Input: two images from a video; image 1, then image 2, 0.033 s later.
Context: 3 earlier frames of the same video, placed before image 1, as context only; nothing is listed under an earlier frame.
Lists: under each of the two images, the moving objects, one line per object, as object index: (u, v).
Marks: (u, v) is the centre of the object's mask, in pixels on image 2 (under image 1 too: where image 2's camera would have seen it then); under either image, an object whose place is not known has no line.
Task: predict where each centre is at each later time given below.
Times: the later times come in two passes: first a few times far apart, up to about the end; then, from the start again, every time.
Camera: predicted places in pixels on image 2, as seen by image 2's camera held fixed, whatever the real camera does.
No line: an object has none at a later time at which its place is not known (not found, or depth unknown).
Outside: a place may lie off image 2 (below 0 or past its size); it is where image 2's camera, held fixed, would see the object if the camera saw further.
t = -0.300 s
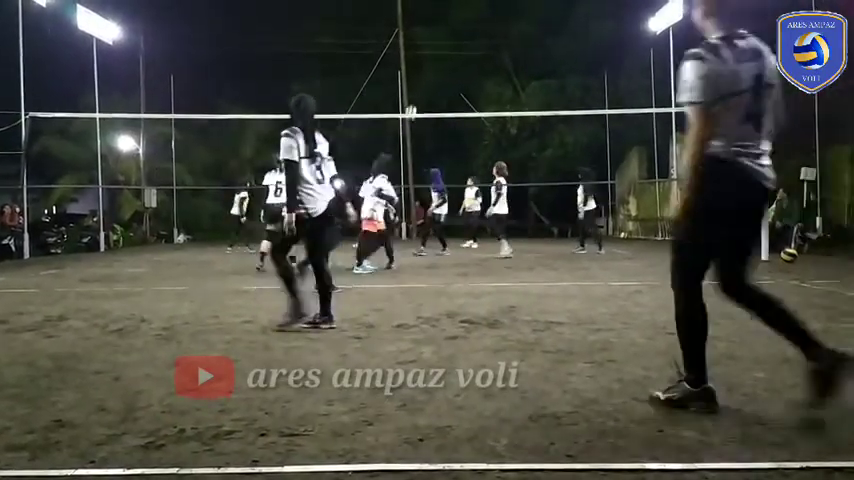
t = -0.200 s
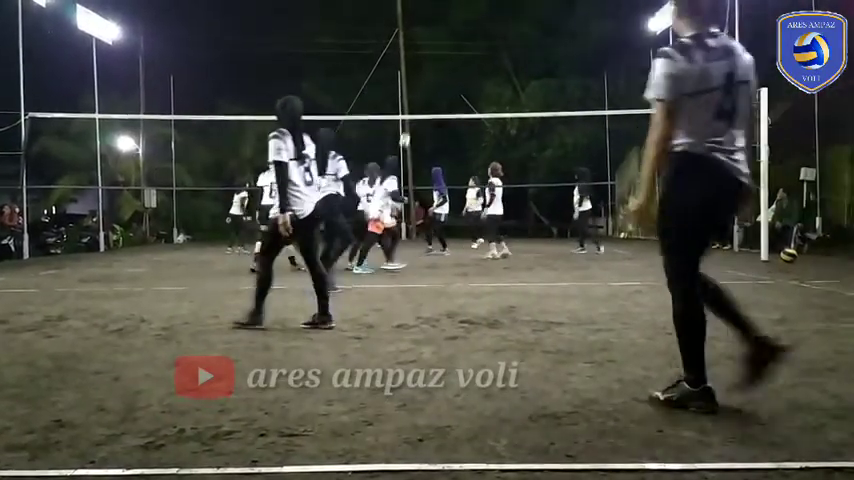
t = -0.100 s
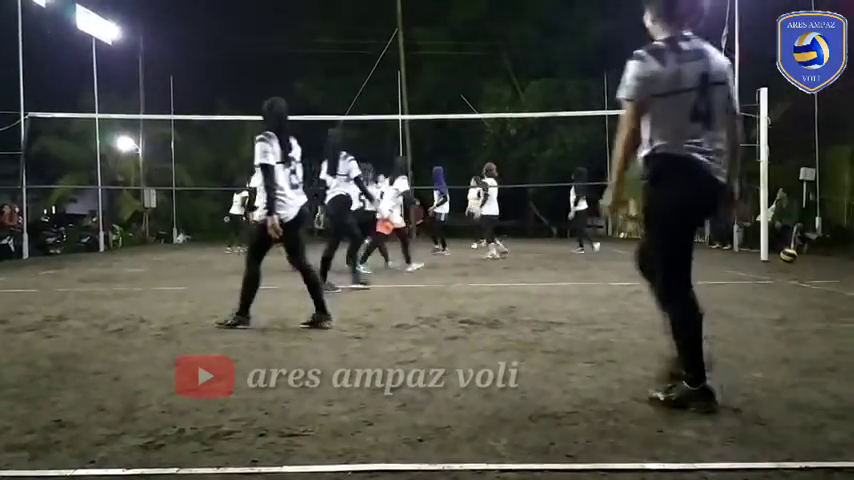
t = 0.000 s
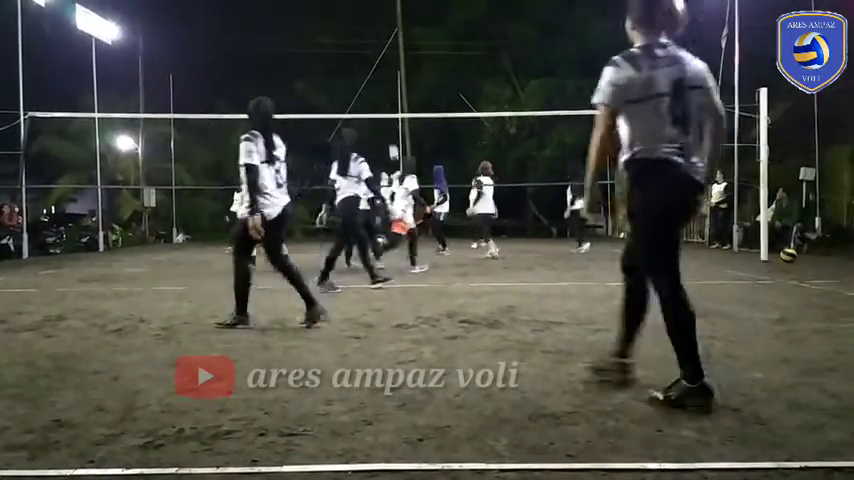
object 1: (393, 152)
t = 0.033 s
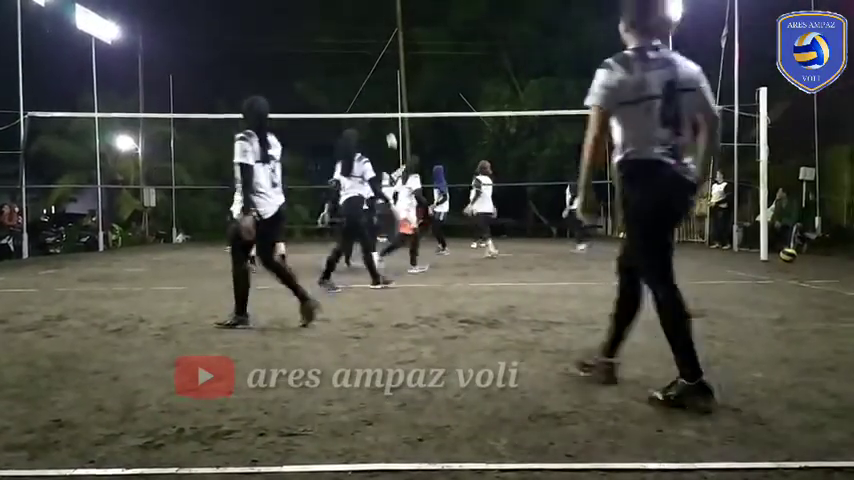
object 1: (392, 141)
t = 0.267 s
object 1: (377, 74)
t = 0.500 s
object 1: (362, 28)
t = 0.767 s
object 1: (345, 6)
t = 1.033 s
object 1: (327, 16)
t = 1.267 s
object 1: (312, 53)
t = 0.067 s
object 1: (389, 130)
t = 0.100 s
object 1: (388, 121)
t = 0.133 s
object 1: (385, 108)
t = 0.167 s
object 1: (383, 100)
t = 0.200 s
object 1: (381, 91)
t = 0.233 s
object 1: (379, 82)
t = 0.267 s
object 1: (377, 74)
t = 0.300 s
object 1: (375, 66)
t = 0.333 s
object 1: (373, 59)
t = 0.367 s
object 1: (371, 51)
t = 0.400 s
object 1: (368, 45)
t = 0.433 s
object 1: (366, 39)
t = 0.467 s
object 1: (364, 33)
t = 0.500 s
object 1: (362, 28)
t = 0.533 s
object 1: (360, 24)
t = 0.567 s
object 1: (358, 19)
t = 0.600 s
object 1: (355, 16)
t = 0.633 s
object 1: (354, 13)
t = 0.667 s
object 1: (351, 10)
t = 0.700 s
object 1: (349, 8)
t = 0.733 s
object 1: (347, 7)
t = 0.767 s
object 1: (345, 6)
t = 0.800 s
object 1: (343, 6)
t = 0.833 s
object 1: (340, 6)
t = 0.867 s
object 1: (338, 6)
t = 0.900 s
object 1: (336, 7)
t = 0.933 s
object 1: (334, 8)
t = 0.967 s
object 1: (331, 10)
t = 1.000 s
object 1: (329, 12)
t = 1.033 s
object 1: (327, 16)
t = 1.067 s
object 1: (325, 19)
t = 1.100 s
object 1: (322, 24)
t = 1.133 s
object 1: (320, 29)
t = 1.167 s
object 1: (318, 34)
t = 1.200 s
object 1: (316, 40)
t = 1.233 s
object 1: (314, 46)
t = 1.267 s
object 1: (312, 53)
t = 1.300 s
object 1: (310, 62)
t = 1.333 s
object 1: (307, 70)
